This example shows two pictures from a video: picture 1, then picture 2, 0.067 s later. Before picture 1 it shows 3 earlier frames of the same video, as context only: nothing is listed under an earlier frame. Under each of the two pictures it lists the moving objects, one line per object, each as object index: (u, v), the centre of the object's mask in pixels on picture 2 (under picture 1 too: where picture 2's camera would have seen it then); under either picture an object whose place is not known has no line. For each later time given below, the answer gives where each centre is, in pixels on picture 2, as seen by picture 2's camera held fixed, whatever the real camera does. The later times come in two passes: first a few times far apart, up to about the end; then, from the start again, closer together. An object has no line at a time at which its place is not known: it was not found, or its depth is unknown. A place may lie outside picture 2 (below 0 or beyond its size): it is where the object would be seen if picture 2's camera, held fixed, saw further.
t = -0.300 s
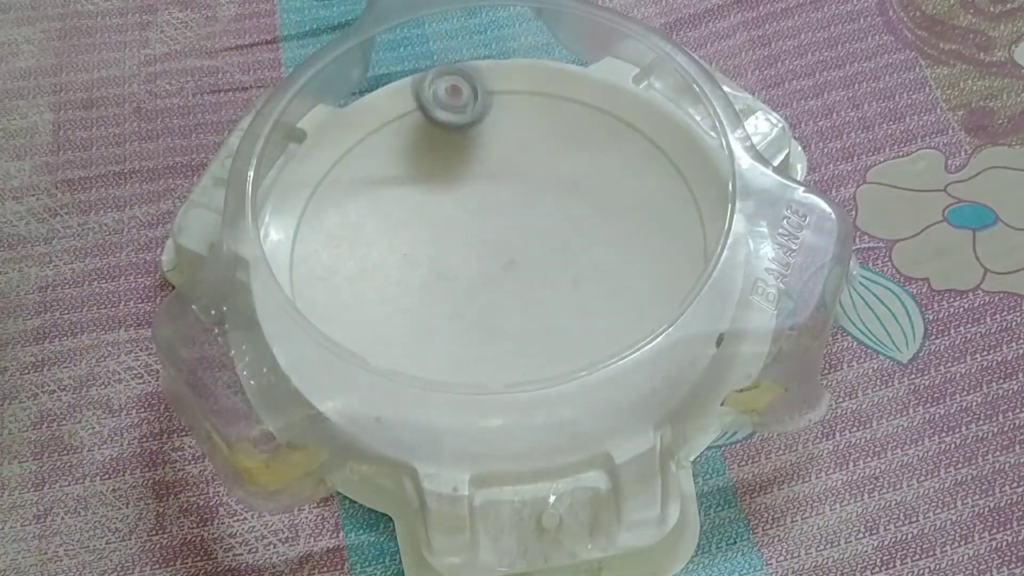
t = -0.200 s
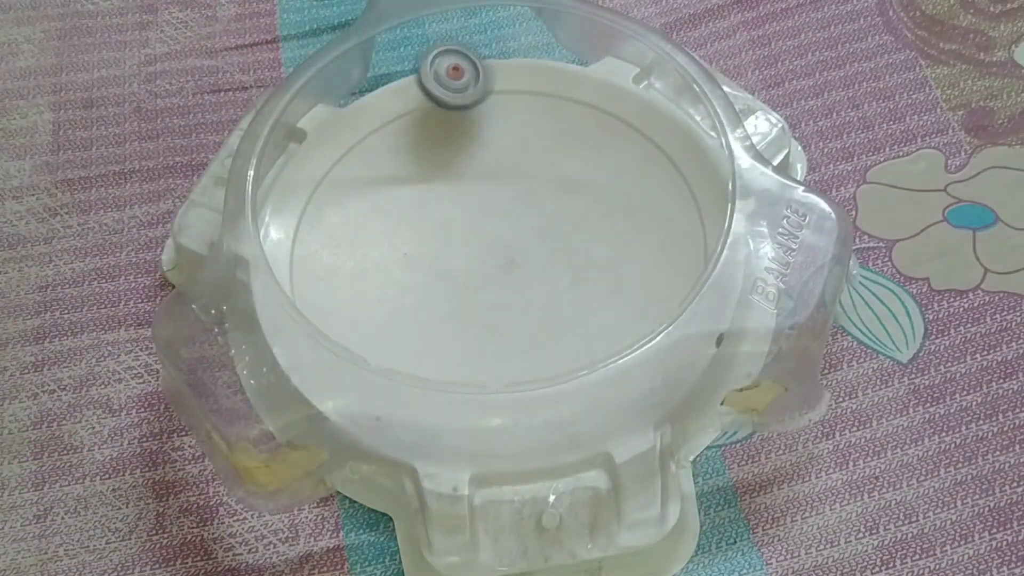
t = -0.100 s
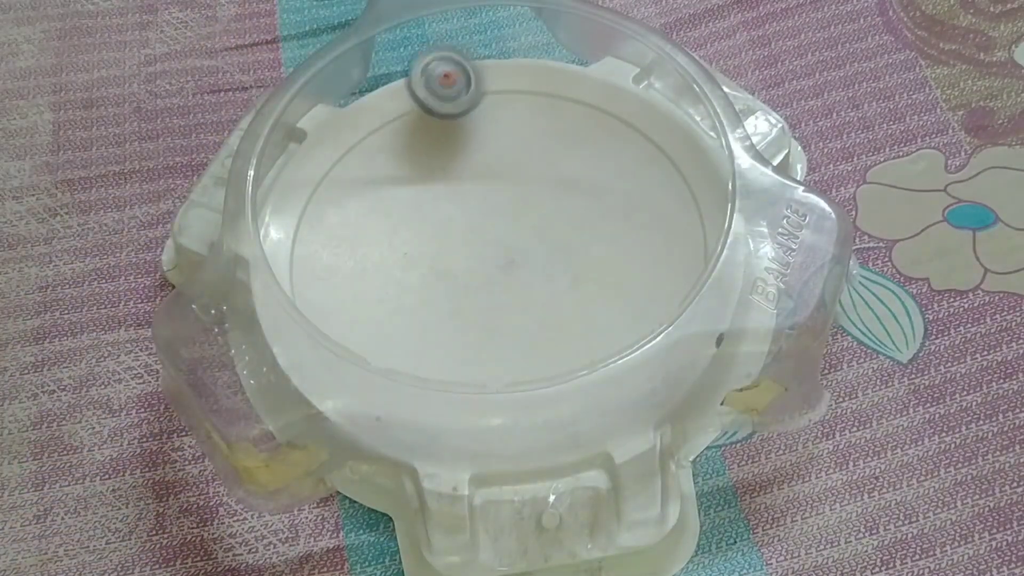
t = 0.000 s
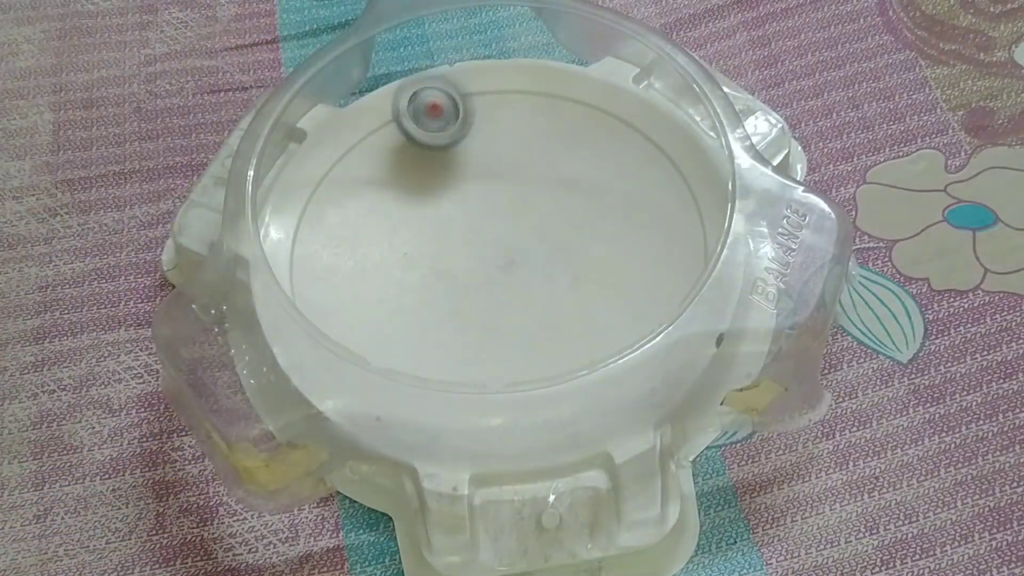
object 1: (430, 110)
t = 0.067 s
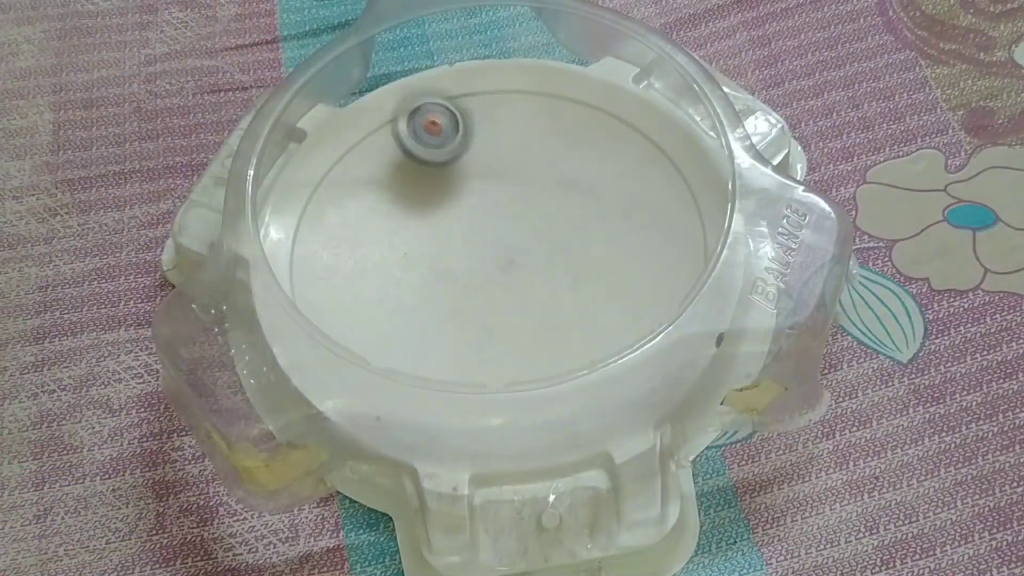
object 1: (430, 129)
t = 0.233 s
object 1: (485, 141)
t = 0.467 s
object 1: (557, 89)
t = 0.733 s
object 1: (558, 120)
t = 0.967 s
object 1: (620, 129)
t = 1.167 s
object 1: (614, 134)
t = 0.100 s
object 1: (435, 136)
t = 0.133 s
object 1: (444, 142)
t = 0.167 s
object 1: (455, 143)
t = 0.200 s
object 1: (470, 143)
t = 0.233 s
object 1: (485, 141)
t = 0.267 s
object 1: (500, 136)
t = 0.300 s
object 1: (514, 130)
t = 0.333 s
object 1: (528, 123)
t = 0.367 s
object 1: (538, 115)
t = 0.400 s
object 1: (548, 104)
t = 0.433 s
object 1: (553, 96)
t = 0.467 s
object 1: (557, 89)
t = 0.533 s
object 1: (551, 93)
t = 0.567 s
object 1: (547, 98)
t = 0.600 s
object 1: (545, 101)
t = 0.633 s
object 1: (544, 106)
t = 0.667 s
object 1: (547, 112)
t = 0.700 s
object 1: (551, 116)
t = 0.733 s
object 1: (558, 120)
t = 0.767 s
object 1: (567, 124)
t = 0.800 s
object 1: (576, 128)
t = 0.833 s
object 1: (586, 131)
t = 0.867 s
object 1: (597, 132)
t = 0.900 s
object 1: (605, 132)
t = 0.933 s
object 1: (614, 132)
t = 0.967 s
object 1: (620, 129)
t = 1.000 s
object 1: (624, 128)
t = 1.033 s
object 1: (626, 126)
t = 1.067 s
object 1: (626, 126)
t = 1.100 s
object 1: (624, 126)
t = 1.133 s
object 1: (620, 129)
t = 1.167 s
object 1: (614, 134)
